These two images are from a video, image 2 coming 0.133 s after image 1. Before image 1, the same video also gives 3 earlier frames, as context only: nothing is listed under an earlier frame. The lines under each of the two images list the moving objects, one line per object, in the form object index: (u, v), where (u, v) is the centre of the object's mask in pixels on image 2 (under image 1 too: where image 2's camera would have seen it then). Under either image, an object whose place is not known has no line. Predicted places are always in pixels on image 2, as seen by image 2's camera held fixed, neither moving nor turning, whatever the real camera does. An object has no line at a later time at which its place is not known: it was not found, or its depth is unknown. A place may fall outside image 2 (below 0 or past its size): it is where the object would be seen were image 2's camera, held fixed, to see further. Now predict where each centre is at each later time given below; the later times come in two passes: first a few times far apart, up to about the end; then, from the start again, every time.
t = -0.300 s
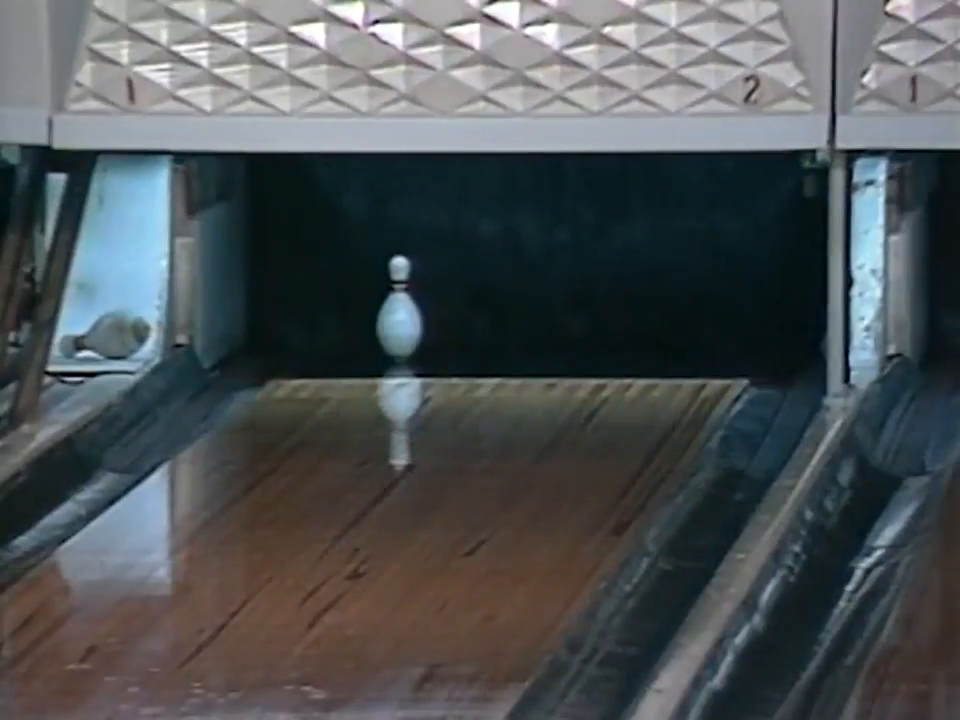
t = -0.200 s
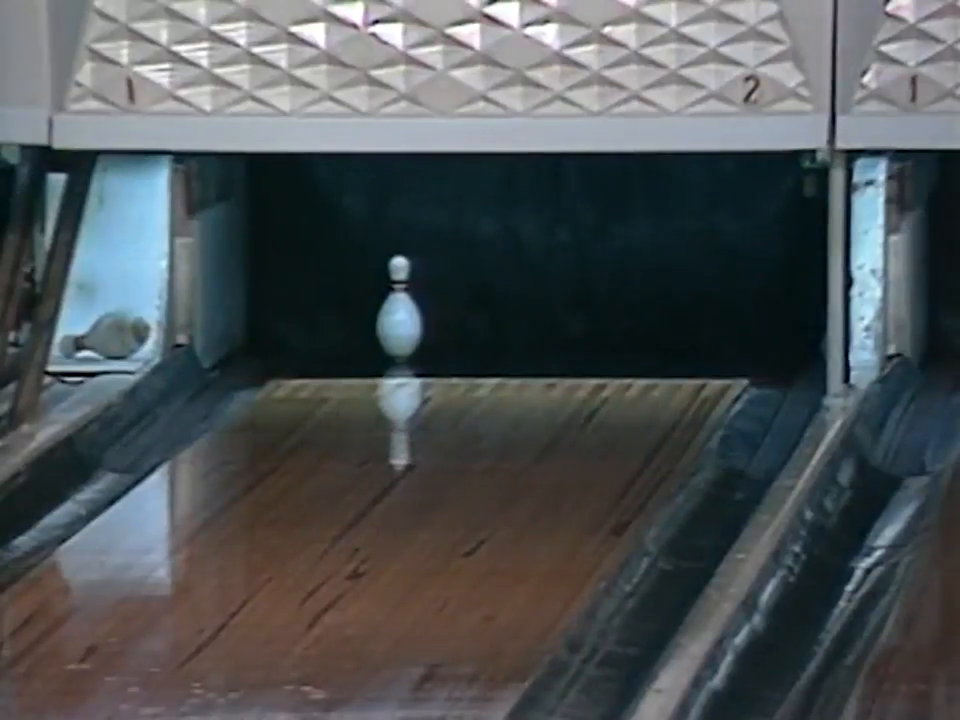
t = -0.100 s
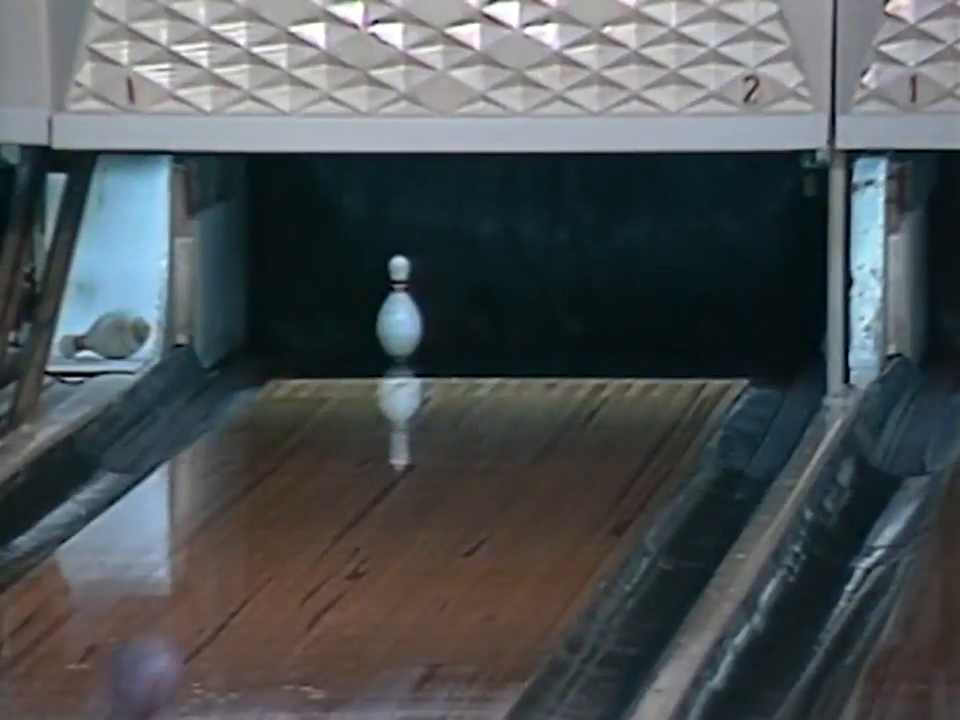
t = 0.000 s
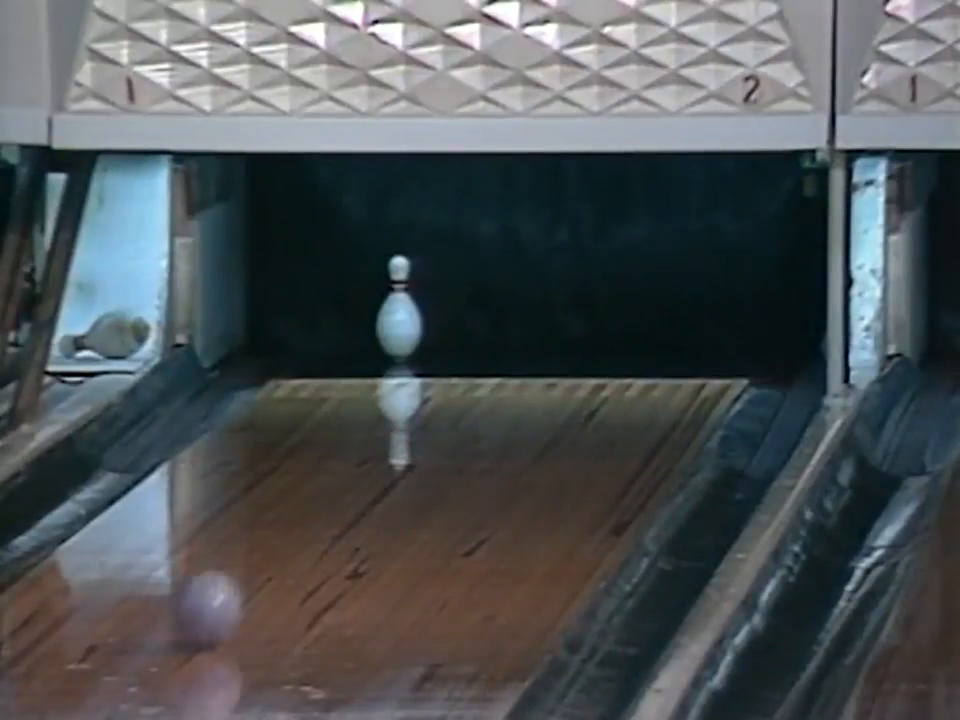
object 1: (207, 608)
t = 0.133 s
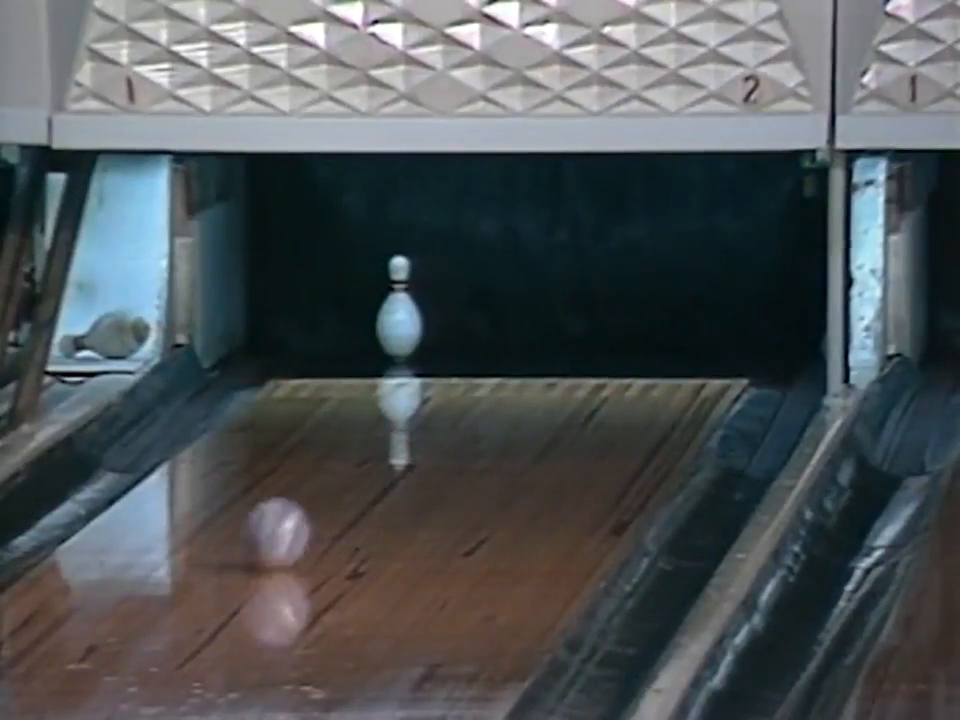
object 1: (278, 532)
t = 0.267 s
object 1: (337, 470)
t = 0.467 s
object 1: (409, 391)
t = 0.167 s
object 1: (294, 514)
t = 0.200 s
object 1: (306, 500)
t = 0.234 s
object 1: (322, 485)
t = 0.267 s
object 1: (337, 470)
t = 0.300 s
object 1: (347, 457)
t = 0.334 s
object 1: (363, 442)
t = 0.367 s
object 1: (373, 431)
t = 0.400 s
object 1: (388, 418)
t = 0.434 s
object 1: (399, 401)
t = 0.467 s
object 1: (409, 391)
